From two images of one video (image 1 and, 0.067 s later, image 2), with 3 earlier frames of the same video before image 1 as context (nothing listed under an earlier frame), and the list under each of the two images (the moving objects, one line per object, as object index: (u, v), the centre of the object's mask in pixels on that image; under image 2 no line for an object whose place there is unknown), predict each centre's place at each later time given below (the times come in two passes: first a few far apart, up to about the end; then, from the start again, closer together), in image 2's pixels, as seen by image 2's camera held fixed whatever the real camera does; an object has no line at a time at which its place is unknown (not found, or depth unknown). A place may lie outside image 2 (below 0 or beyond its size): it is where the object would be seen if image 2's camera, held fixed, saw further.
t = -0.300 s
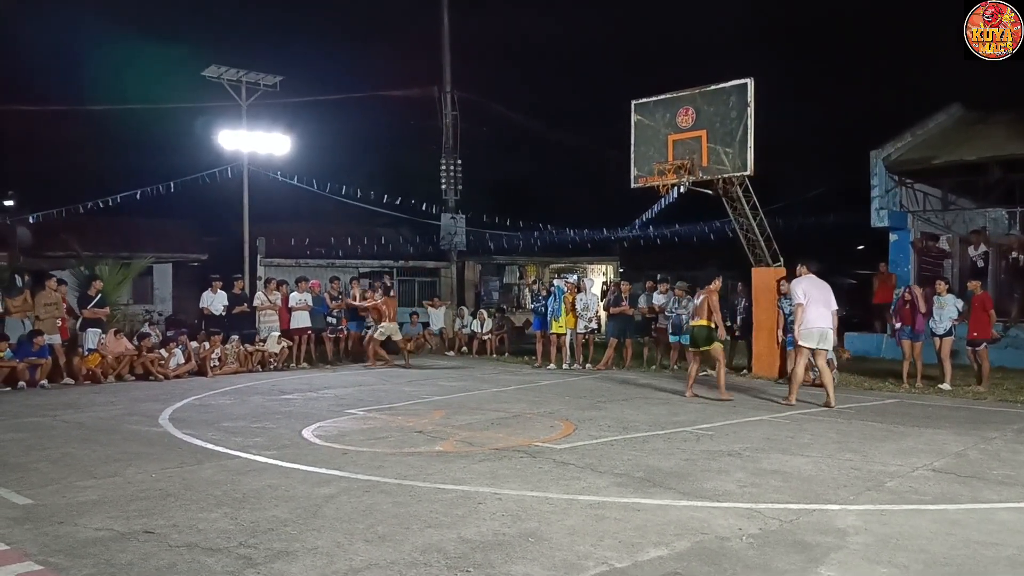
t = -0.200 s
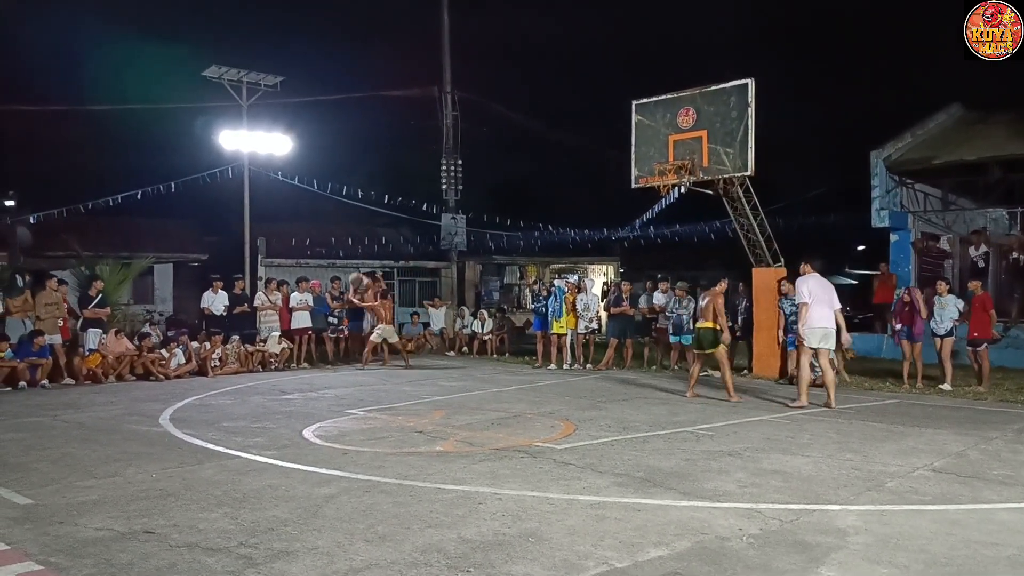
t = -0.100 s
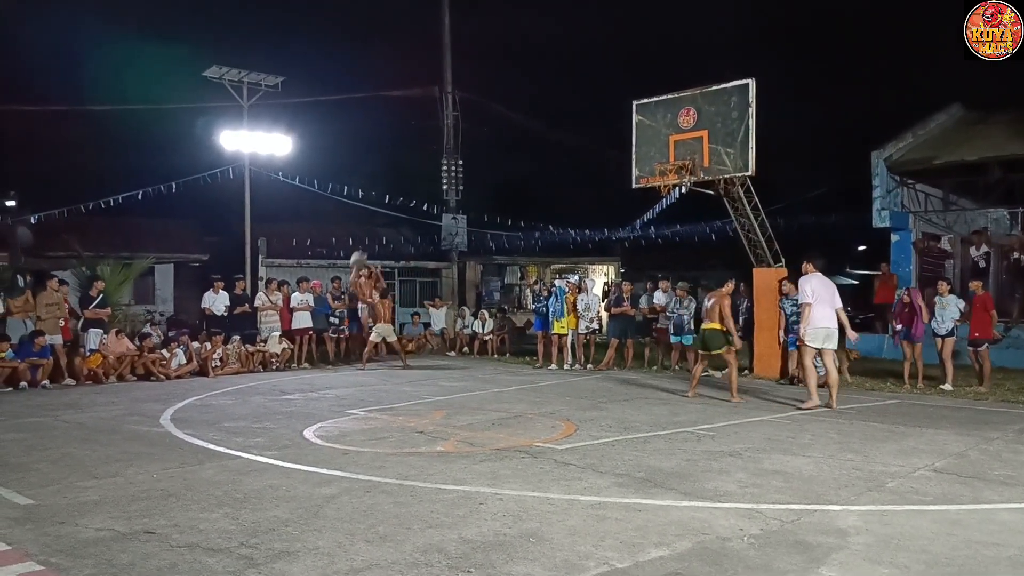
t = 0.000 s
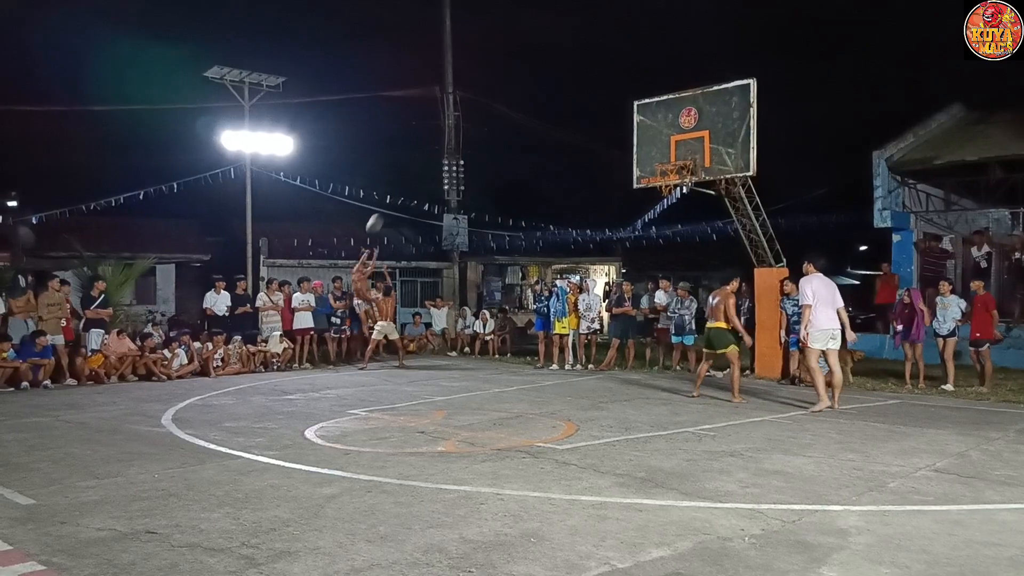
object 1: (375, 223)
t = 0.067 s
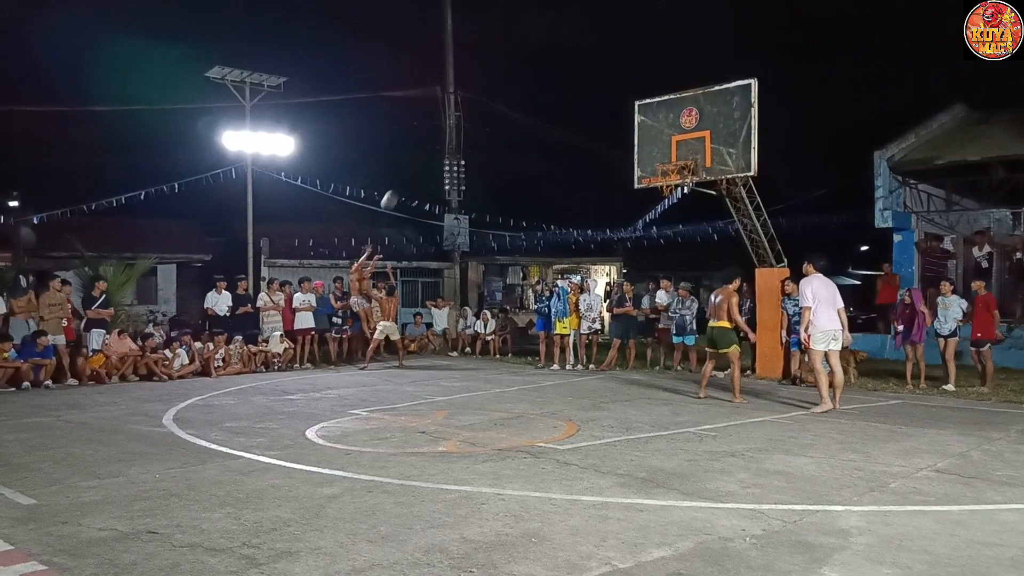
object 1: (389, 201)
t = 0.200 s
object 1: (418, 159)
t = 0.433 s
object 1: (472, 106)
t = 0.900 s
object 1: (598, 89)
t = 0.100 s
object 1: (396, 189)
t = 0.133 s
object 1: (403, 179)
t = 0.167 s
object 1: (410, 169)
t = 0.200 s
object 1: (418, 159)
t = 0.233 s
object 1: (425, 150)
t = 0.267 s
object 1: (432, 142)
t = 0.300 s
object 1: (439, 134)
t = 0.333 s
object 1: (448, 126)
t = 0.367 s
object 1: (456, 119)
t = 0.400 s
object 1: (464, 112)
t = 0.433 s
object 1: (472, 106)
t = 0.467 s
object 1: (480, 101)
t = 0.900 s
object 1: (598, 89)
